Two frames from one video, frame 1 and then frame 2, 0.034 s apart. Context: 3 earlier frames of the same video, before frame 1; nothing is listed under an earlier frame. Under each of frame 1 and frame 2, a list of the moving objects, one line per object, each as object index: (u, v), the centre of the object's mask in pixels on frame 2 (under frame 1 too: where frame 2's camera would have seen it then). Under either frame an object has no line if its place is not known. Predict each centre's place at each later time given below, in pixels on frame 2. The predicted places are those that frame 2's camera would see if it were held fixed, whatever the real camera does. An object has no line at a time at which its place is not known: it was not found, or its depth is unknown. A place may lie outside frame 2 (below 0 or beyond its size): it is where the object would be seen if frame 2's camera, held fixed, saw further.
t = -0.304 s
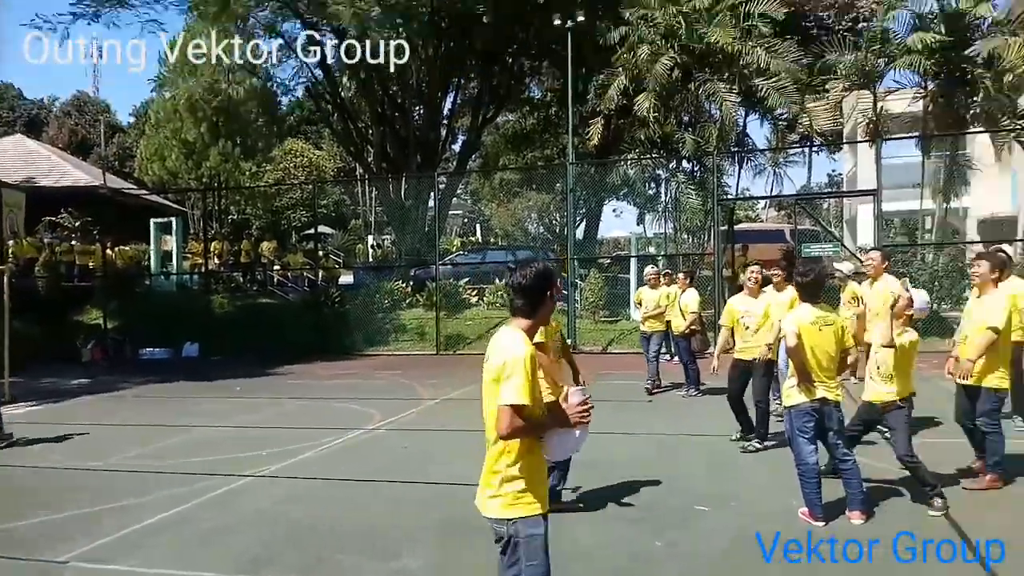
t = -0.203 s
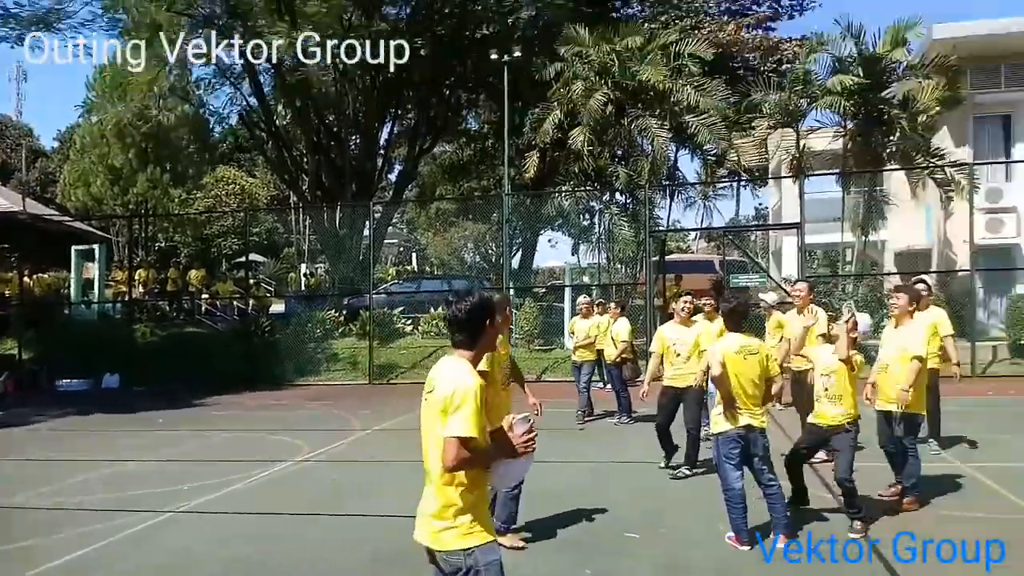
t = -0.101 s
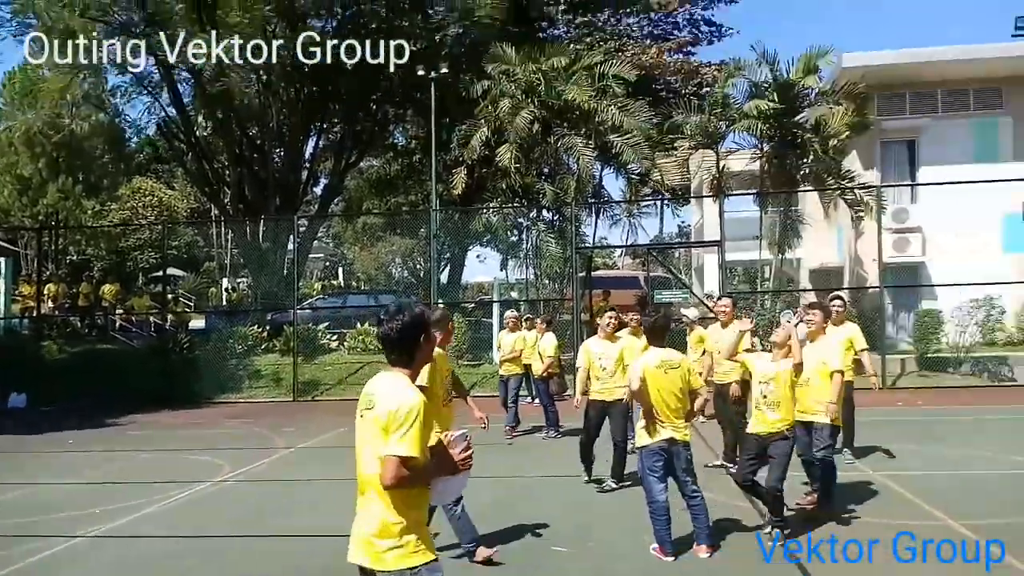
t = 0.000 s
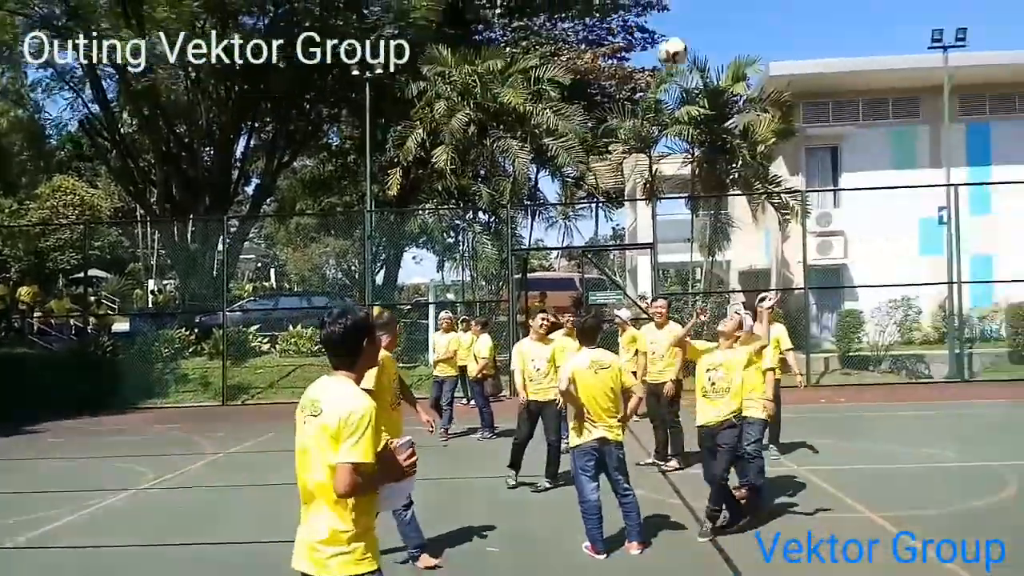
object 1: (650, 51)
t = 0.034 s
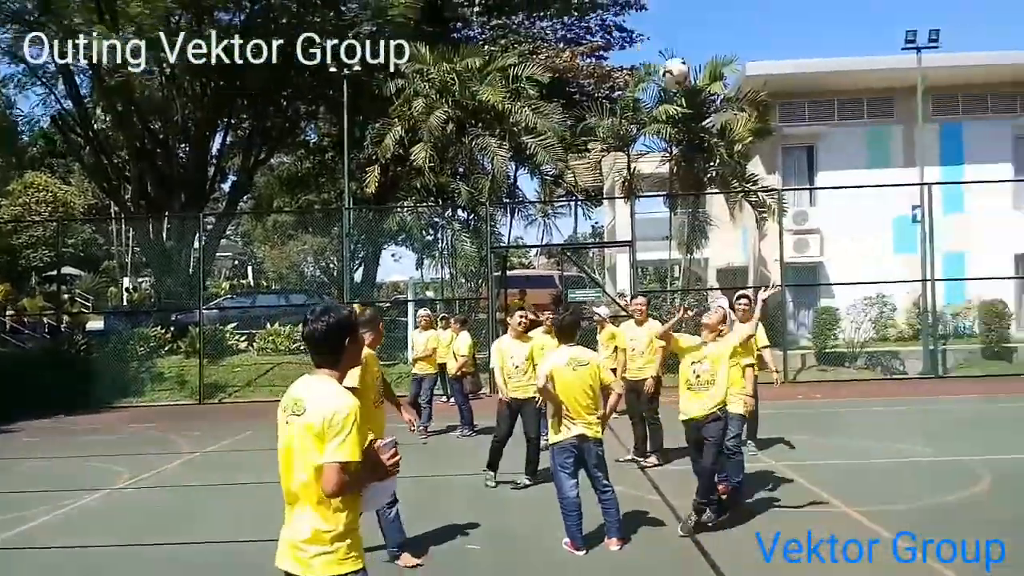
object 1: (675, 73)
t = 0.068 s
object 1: (697, 98)
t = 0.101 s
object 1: (723, 118)
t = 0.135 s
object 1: (750, 146)
